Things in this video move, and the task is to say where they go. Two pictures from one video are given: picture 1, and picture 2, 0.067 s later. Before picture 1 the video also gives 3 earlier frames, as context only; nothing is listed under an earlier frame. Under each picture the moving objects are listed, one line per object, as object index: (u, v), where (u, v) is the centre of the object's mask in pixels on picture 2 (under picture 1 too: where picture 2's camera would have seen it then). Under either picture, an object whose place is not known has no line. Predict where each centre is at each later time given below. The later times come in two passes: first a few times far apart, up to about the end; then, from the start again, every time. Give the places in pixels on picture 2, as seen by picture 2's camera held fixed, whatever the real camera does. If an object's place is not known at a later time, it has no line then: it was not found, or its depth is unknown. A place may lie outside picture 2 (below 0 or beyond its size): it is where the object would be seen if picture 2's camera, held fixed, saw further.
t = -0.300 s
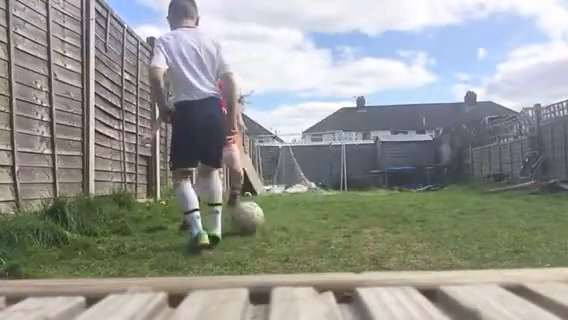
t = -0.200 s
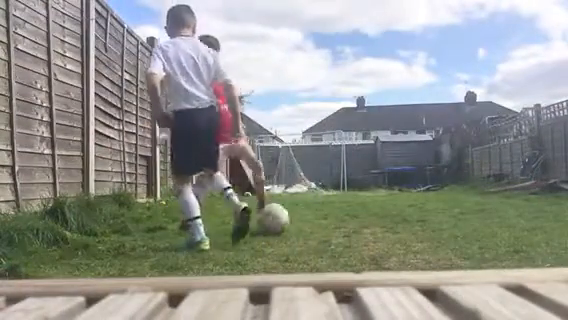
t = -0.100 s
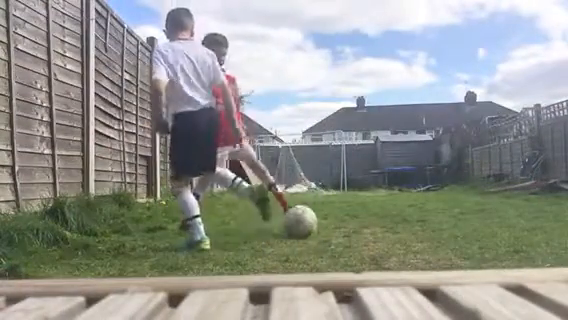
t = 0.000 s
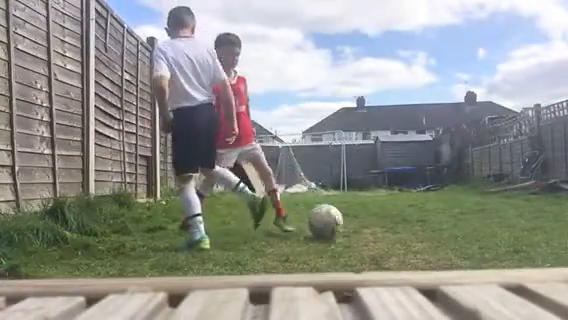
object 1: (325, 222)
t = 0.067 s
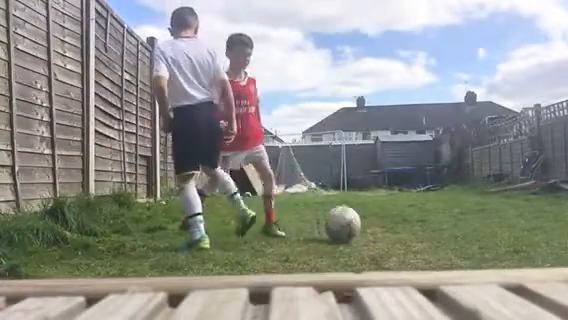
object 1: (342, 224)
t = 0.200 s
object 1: (380, 227)
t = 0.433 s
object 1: (453, 228)
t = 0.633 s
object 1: (524, 230)
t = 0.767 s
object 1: (559, 234)
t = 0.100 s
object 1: (352, 225)
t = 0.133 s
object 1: (360, 225)
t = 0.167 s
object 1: (370, 226)
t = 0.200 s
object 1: (380, 227)
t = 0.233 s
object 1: (390, 227)
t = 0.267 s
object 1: (401, 226)
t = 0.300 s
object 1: (411, 227)
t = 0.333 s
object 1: (420, 227)
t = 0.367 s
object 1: (432, 227)
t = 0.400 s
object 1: (442, 227)
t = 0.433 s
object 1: (453, 228)
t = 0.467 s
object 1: (464, 227)
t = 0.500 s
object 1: (476, 227)
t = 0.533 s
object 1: (488, 230)
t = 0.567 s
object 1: (500, 229)
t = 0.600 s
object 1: (512, 230)
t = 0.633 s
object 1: (524, 230)
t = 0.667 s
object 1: (537, 232)
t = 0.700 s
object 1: (547, 231)
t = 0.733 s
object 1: (553, 232)
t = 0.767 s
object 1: (559, 234)
